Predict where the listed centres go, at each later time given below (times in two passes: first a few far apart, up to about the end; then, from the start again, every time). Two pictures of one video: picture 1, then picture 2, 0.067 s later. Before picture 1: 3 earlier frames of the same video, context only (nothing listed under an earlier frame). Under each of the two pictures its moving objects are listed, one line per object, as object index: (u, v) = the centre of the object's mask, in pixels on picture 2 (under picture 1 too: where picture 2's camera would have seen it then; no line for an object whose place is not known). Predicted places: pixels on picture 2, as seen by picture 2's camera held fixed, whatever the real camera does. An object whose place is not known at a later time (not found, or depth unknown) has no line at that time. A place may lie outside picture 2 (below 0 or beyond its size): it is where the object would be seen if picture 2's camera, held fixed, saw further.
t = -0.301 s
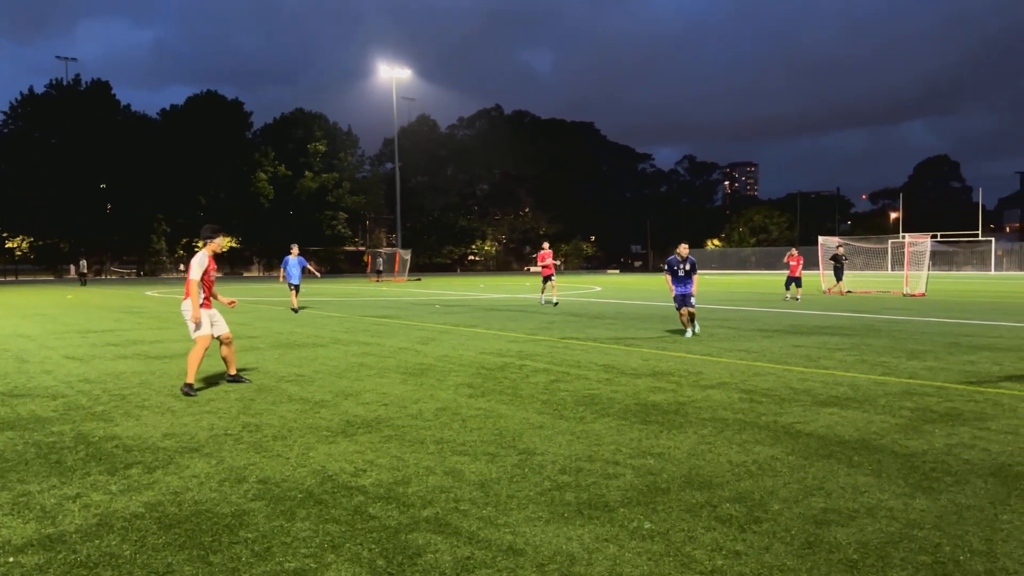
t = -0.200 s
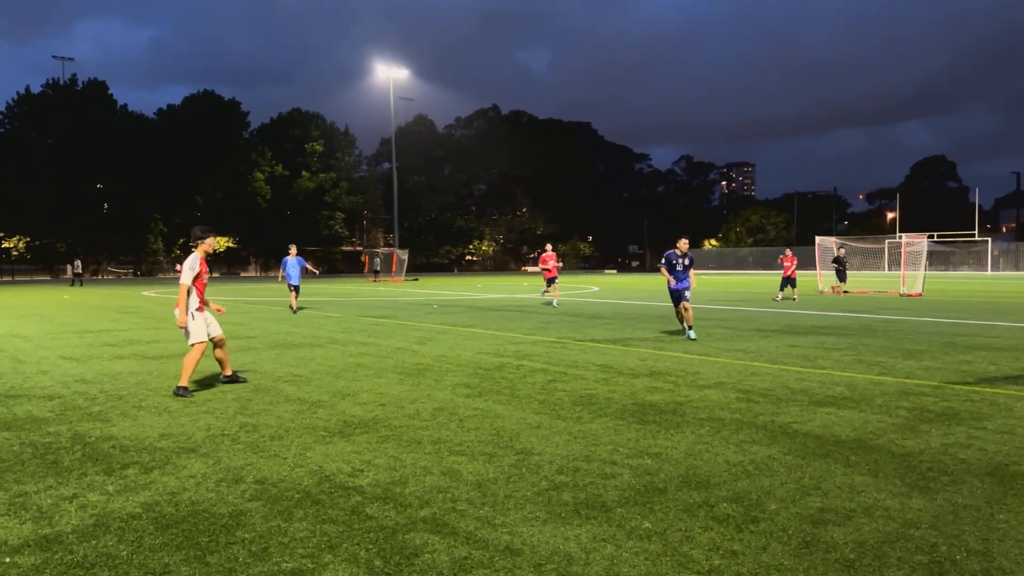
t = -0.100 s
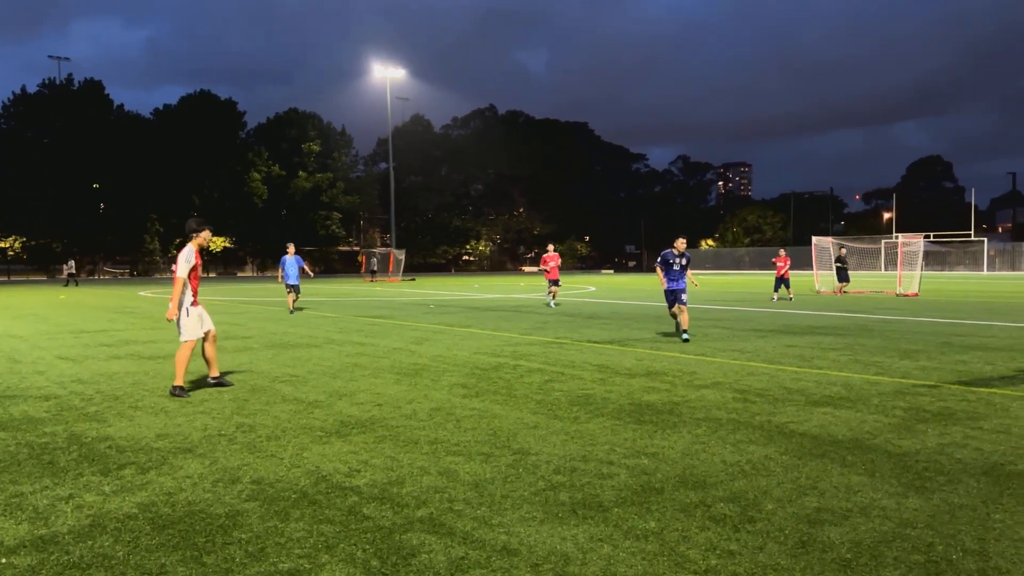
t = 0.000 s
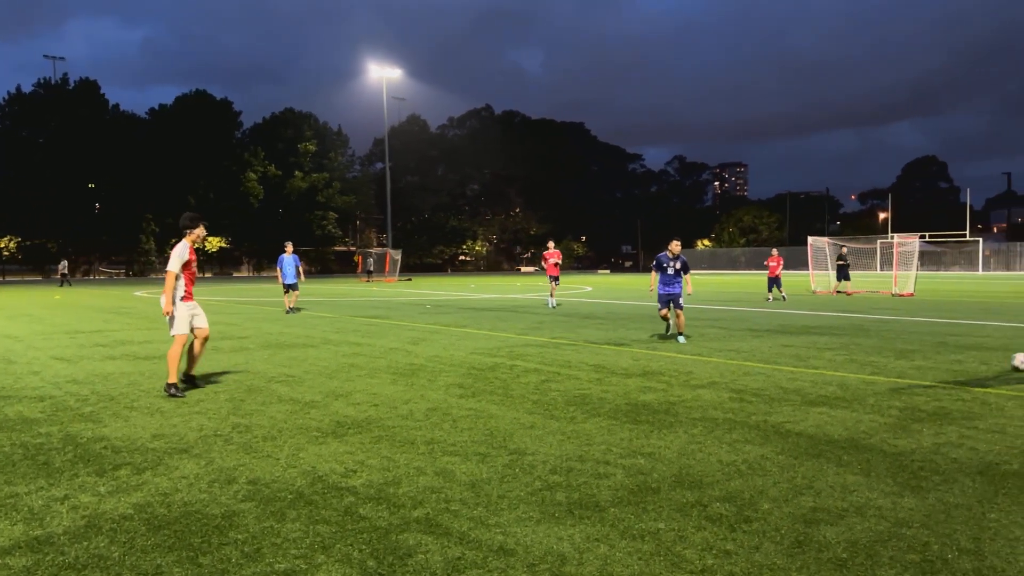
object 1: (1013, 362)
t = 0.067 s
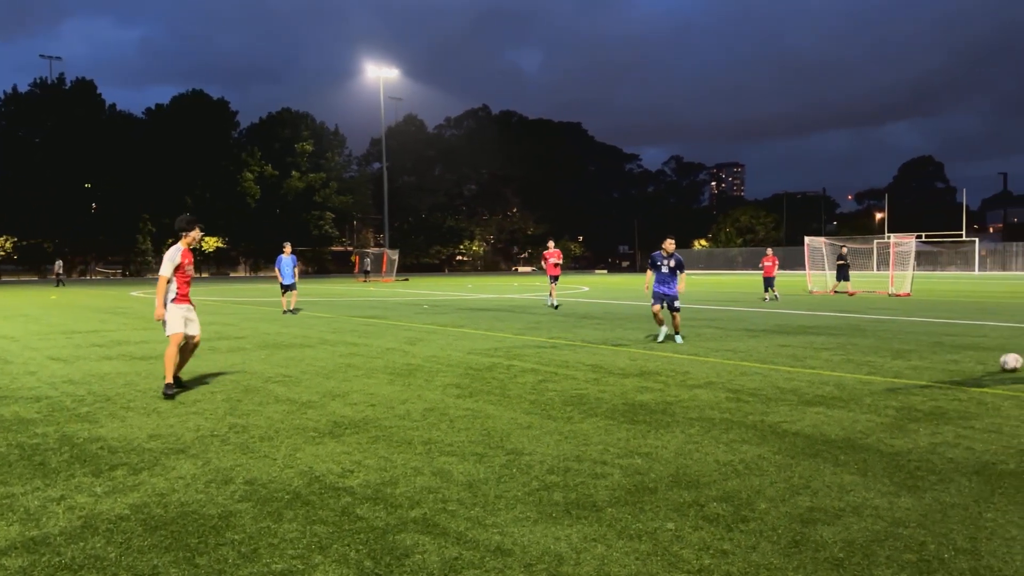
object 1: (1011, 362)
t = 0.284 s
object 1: (988, 365)
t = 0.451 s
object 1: (970, 367)
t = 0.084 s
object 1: (1009, 363)
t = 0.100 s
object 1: (1007, 363)
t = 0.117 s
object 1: (1006, 363)
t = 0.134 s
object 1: (1004, 363)
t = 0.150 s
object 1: (1002, 363)
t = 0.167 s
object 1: (1000, 363)
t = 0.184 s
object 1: (998, 364)
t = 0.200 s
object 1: (997, 364)
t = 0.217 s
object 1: (995, 364)
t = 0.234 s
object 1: (993, 364)
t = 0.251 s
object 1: (992, 365)
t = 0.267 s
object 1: (990, 365)
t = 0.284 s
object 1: (988, 365)
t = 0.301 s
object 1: (986, 365)
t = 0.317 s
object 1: (984, 365)
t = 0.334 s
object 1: (982, 365)
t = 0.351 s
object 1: (981, 366)
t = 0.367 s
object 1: (979, 366)
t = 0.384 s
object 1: (977, 366)
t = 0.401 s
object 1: (975, 366)
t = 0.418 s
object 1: (973, 367)
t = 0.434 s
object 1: (972, 367)
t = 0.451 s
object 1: (970, 367)
